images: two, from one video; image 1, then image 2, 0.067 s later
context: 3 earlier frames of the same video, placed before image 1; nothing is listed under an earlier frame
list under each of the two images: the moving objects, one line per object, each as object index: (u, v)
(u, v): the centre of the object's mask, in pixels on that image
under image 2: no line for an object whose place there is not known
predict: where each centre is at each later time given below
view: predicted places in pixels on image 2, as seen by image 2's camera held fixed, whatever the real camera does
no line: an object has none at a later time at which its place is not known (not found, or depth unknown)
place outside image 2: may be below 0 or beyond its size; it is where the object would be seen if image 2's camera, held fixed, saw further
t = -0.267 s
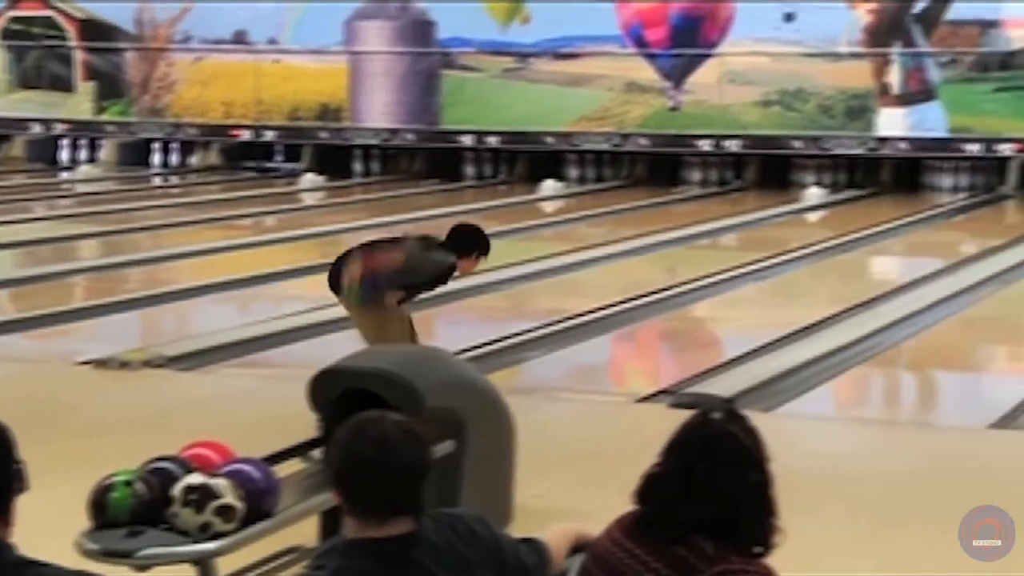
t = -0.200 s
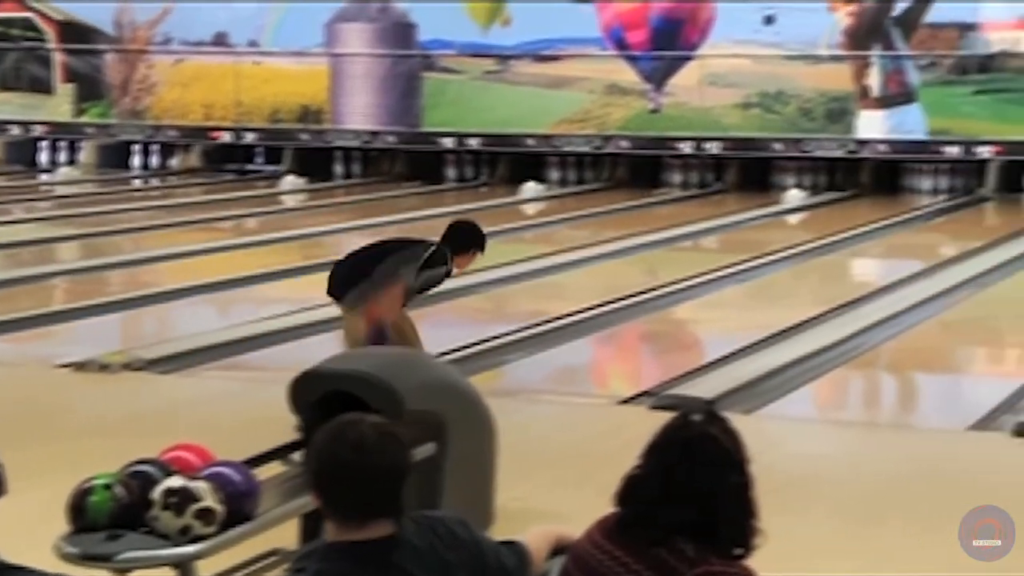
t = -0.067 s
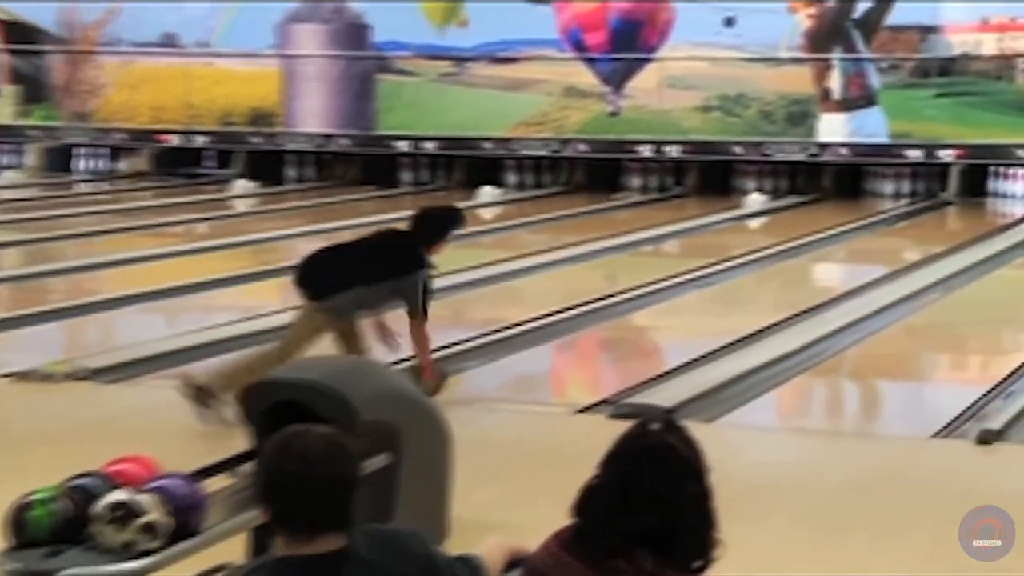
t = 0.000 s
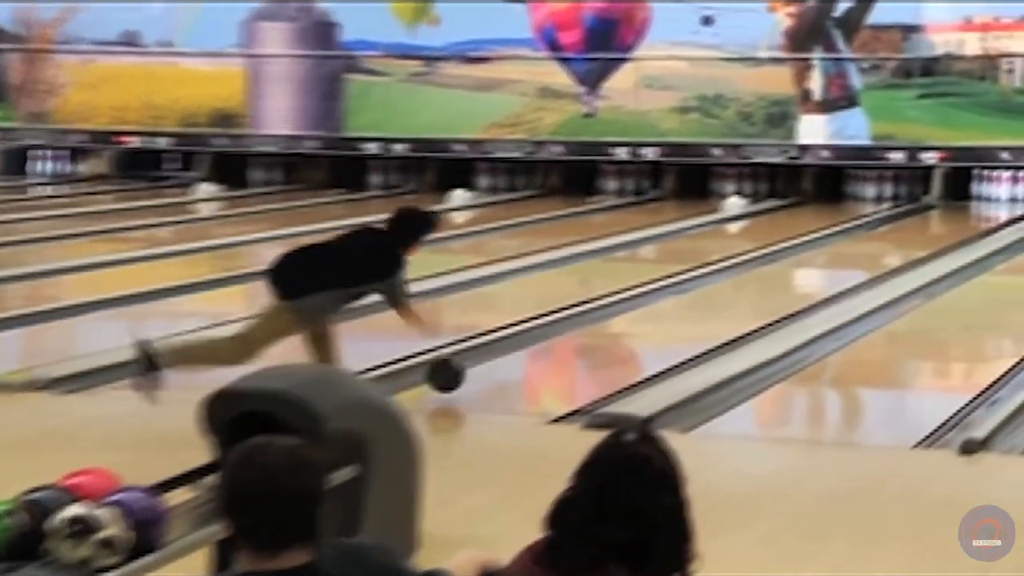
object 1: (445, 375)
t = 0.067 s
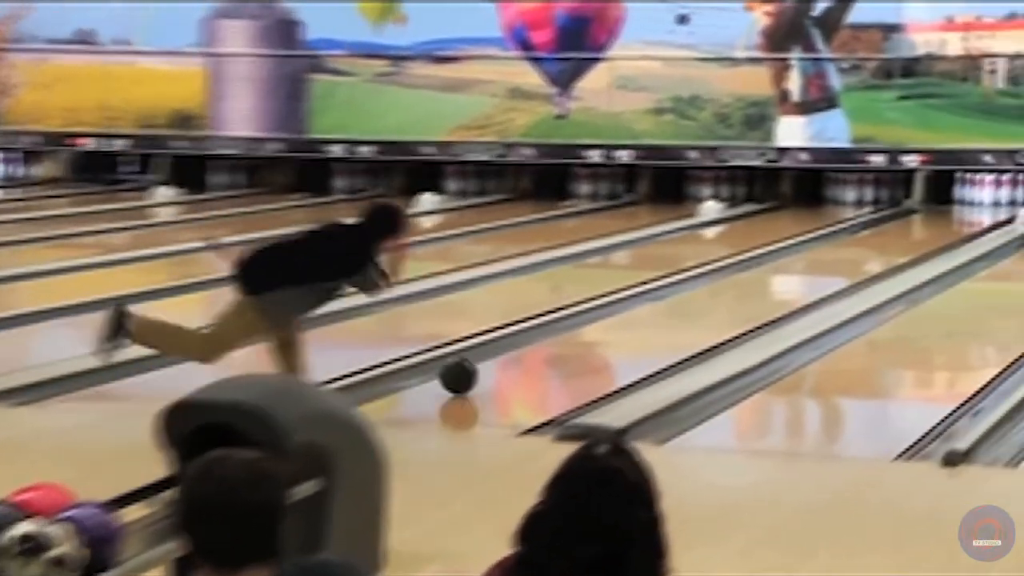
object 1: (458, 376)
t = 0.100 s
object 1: (482, 370)
